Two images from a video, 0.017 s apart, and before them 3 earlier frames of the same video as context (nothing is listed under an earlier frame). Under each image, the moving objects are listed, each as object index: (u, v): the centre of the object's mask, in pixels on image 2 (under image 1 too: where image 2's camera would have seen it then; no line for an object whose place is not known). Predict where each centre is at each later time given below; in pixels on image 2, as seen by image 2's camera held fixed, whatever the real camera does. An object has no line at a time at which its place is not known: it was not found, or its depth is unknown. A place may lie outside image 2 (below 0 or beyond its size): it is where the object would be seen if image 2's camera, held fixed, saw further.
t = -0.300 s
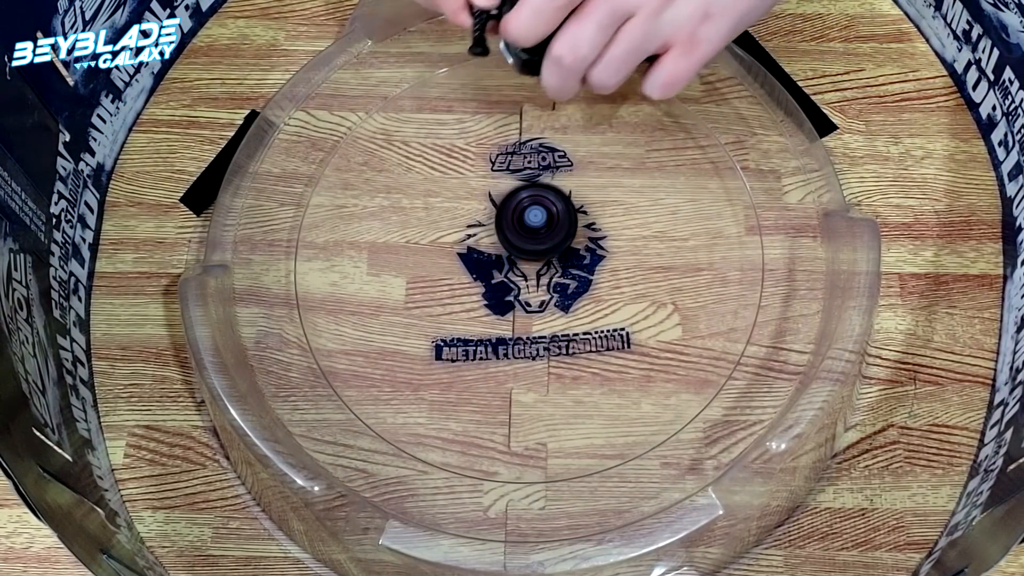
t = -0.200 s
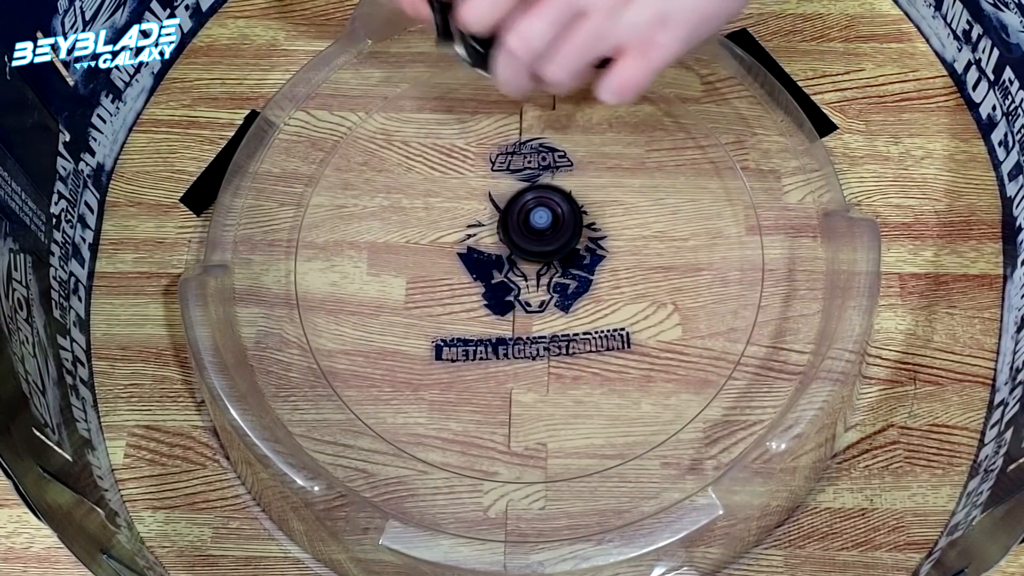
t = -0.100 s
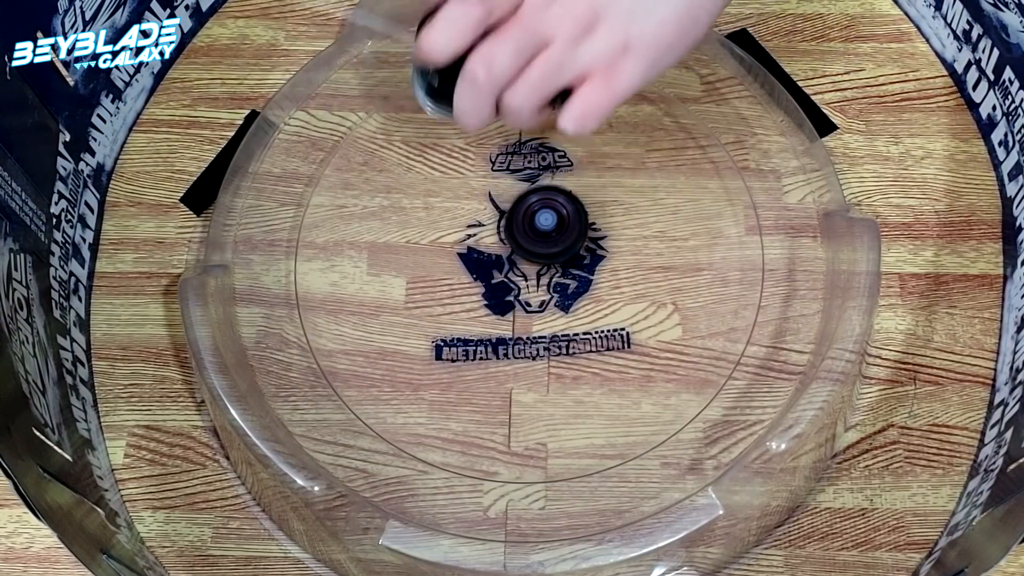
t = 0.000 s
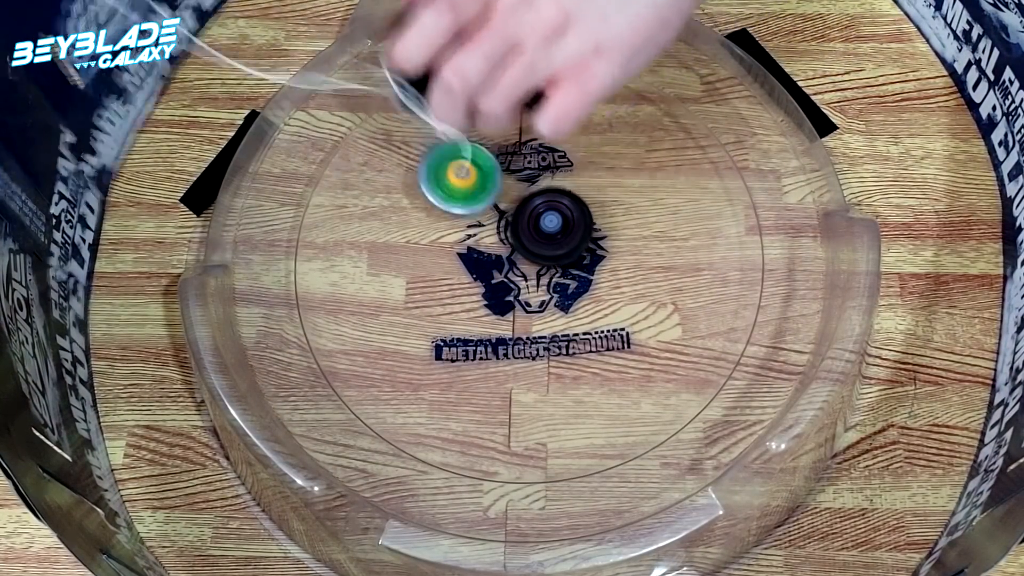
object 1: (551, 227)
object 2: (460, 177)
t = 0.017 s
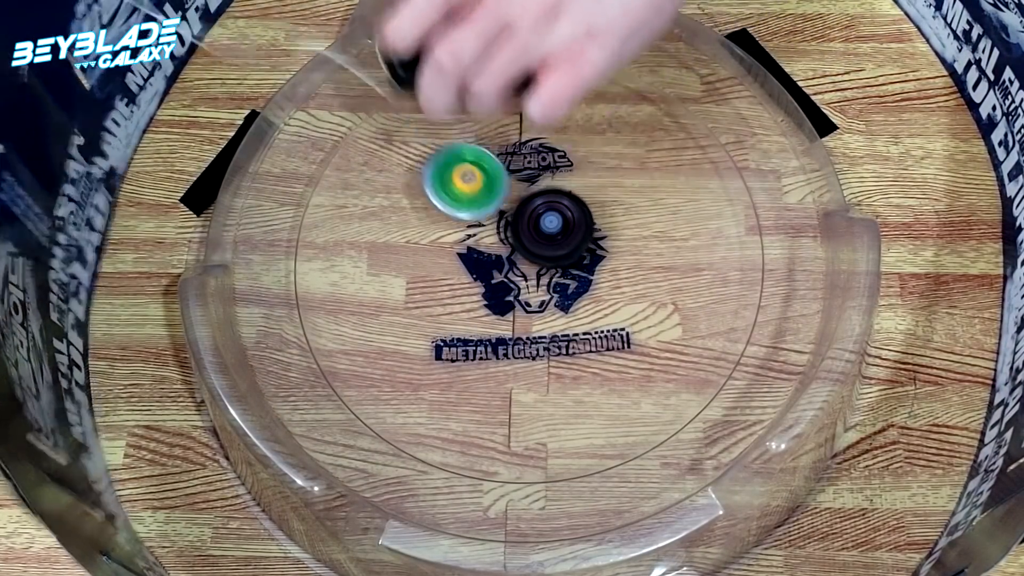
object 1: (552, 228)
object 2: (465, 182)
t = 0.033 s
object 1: (552, 229)
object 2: (473, 189)
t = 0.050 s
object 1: (554, 230)
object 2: (480, 199)
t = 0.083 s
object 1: (562, 230)
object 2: (495, 226)
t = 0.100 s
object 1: (565, 229)
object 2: (496, 236)
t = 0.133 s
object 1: (577, 233)
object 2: (484, 248)
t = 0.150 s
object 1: (585, 235)
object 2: (479, 257)
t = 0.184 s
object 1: (601, 239)
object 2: (469, 282)
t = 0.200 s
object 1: (608, 241)
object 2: (465, 299)
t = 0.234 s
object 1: (620, 246)
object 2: (458, 335)
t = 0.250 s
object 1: (624, 248)
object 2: (457, 337)
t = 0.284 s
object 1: (630, 252)
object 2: (457, 336)
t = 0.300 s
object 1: (630, 252)
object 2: (457, 336)
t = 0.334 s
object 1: (633, 256)
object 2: (460, 345)
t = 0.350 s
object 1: (633, 258)
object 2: (462, 351)
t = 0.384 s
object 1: (631, 260)
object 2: (468, 360)
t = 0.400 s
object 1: (629, 260)
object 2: (472, 353)
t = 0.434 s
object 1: (625, 261)
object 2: (482, 348)
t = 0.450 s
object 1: (623, 260)
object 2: (488, 348)
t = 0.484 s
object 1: (619, 258)
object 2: (498, 336)
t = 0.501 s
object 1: (618, 257)
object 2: (504, 331)
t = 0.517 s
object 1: (617, 256)
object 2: (510, 326)
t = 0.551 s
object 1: (615, 254)
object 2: (521, 314)
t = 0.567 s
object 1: (614, 253)
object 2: (526, 307)
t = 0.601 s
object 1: (614, 251)
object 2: (535, 295)
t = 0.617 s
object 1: (621, 245)
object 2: (530, 293)
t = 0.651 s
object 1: (652, 225)
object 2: (496, 296)
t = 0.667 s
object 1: (665, 216)
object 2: (482, 296)
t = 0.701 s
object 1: (683, 201)
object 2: (458, 295)
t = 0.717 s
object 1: (688, 195)
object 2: (448, 293)
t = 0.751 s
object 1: (692, 187)
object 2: (434, 290)
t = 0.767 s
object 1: (691, 185)
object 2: (430, 288)
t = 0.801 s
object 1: (687, 181)
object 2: (428, 286)
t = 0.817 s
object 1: (685, 179)
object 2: (429, 285)
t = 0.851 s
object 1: (680, 176)
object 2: (431, 283)
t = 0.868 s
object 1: (677, 175)
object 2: (433, 282)
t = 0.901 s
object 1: (671, 172)
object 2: (437, 281)
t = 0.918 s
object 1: (668, 171)
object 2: (439, 280)
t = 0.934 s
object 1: (665, 169)
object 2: (442, 279)
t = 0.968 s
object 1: (659, 168)
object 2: (446, 277)
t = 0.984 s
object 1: (656, 167)
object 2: (448, 275)
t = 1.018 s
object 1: (649, 166)
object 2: (452, 272)
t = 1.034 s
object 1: (646, 166)
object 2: (454, 271)
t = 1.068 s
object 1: (640, 165)
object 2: (458, 268)
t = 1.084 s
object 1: (637, 165)
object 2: (460, 266)
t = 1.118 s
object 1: (631, 165)
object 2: (463, 263)
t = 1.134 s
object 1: (628, 165)
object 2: (464, 261)
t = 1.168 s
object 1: (622, 166)
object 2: (468, 258)
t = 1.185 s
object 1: (619, 166)
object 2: (469, 256)
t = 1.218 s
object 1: (613, 168)
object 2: (472, 253)
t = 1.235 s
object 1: (609, 168)
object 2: (473, 251)
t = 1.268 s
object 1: (604, 170)
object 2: (476, 248)
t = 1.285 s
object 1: (601, 171)
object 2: (478, 246)
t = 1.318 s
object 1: (595, 173)
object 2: (481, 242)
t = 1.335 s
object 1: (592, 175)
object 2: (482, 240)
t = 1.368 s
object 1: (586, 177)
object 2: (486, 237)
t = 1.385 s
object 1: (583, 178)
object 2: (488, 235)
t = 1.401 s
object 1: (580, 180)
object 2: (490, 233)
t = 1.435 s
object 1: (575, 183)
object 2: (493, 230)
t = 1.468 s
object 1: (572, 184)
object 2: (495, 228)
